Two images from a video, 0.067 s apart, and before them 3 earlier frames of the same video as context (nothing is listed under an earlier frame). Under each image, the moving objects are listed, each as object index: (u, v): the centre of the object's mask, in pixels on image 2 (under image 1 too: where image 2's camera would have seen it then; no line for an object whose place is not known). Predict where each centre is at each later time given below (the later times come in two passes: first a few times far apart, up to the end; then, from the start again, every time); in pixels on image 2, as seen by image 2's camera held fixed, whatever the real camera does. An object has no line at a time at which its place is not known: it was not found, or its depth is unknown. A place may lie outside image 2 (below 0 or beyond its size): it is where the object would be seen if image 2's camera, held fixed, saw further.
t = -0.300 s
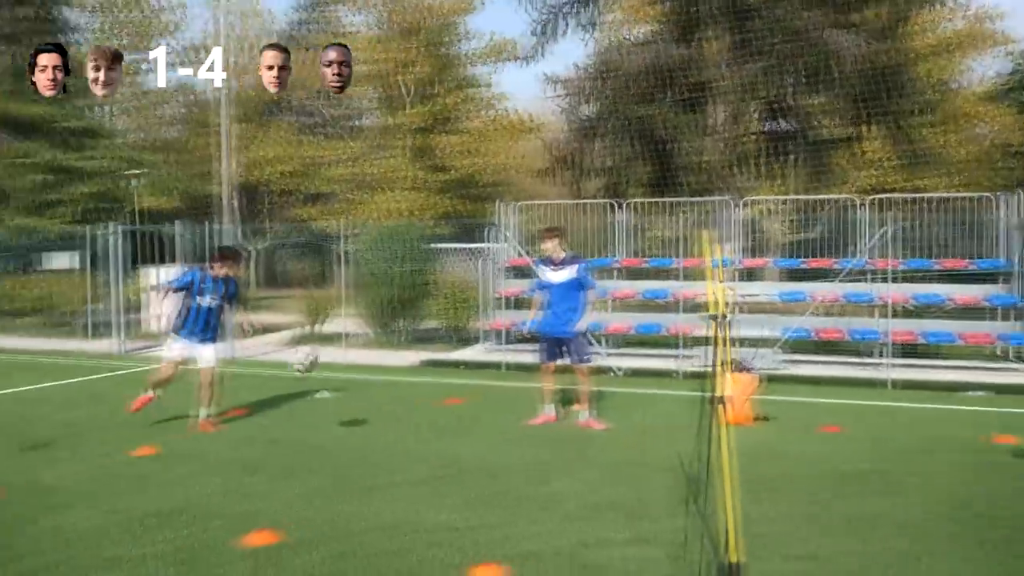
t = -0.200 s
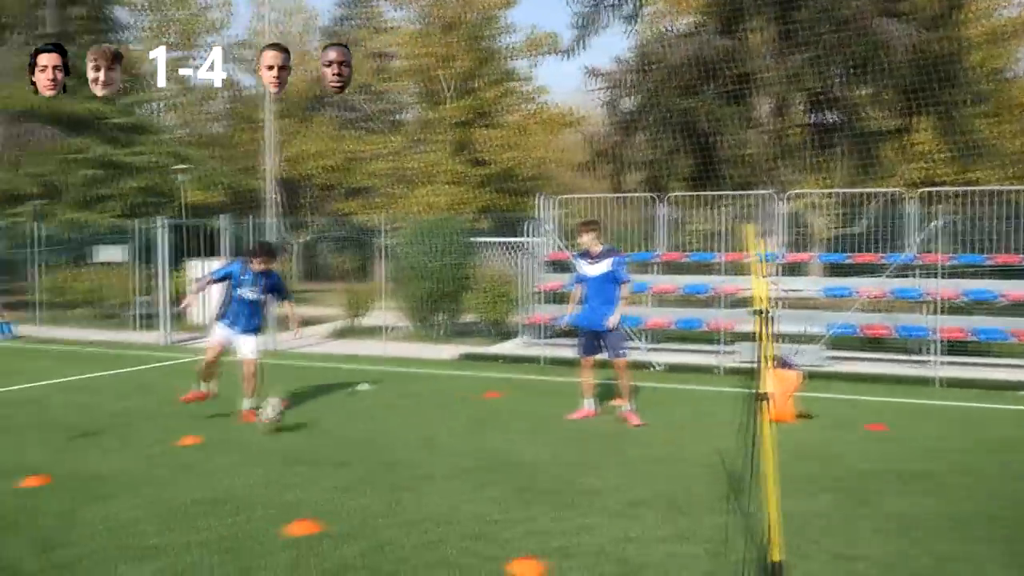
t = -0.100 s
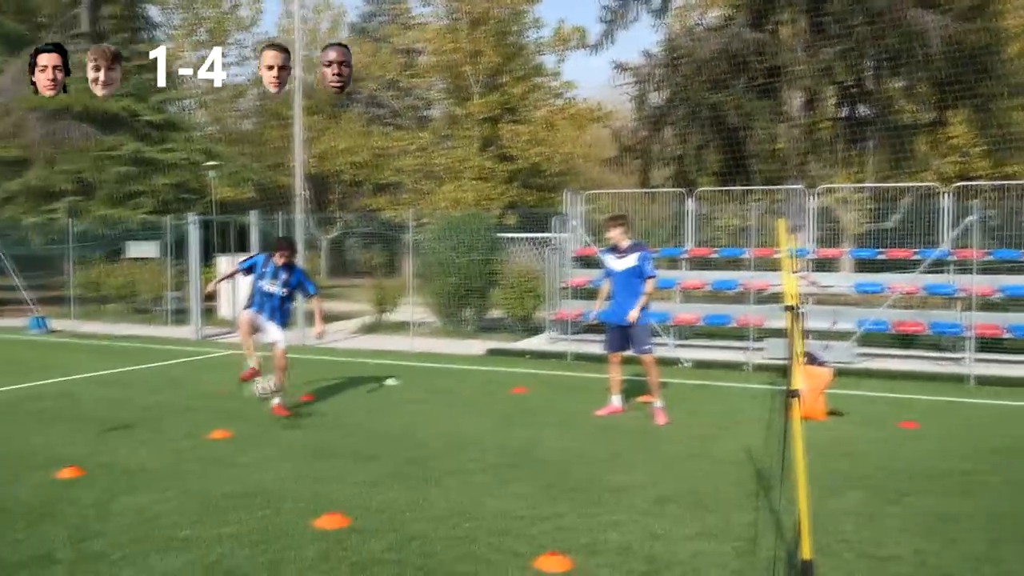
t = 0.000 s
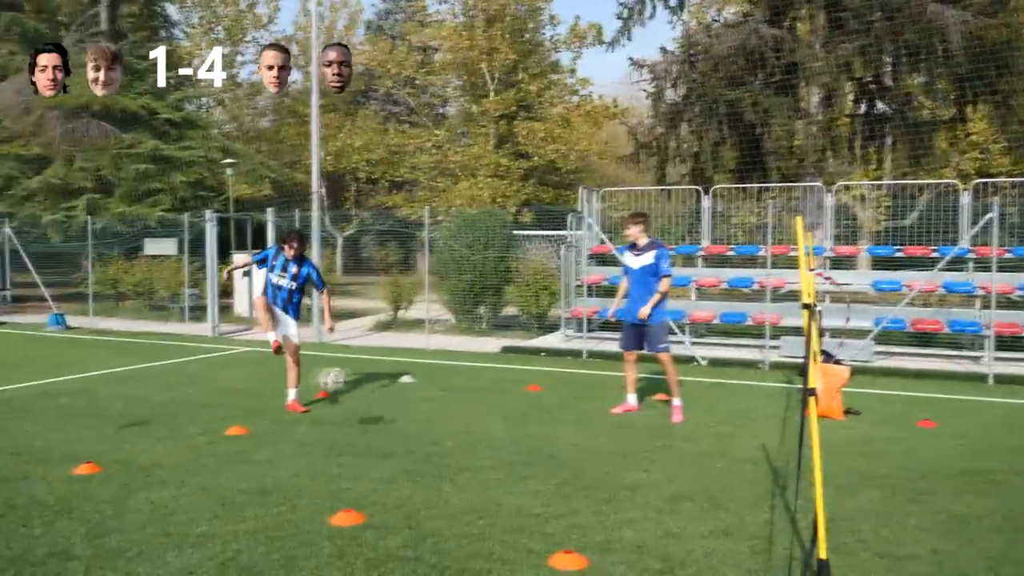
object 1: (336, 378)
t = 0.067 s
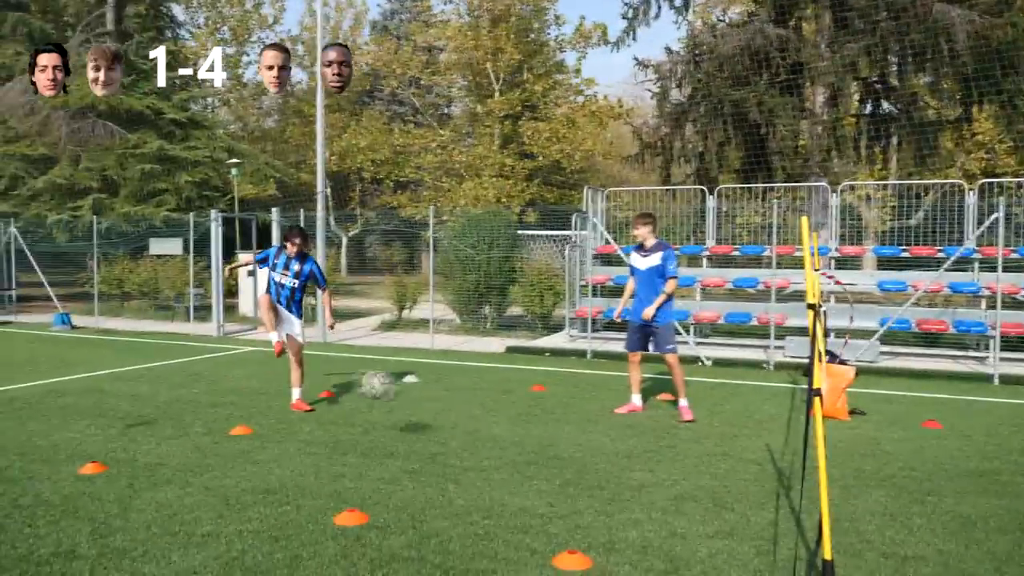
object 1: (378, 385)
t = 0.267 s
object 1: (520, 446)
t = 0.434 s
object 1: (645, 477)
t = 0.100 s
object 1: (396, 389)
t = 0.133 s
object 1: (419, 396)
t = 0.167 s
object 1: (443, 405)
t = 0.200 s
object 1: (467, 416)
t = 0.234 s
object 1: (493, 430)
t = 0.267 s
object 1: (520, 446)
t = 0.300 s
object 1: (550, 464)
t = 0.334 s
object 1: (580, 485)
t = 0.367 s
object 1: (603, 487)
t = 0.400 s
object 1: (623, 481)
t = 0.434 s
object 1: (645, 477)
